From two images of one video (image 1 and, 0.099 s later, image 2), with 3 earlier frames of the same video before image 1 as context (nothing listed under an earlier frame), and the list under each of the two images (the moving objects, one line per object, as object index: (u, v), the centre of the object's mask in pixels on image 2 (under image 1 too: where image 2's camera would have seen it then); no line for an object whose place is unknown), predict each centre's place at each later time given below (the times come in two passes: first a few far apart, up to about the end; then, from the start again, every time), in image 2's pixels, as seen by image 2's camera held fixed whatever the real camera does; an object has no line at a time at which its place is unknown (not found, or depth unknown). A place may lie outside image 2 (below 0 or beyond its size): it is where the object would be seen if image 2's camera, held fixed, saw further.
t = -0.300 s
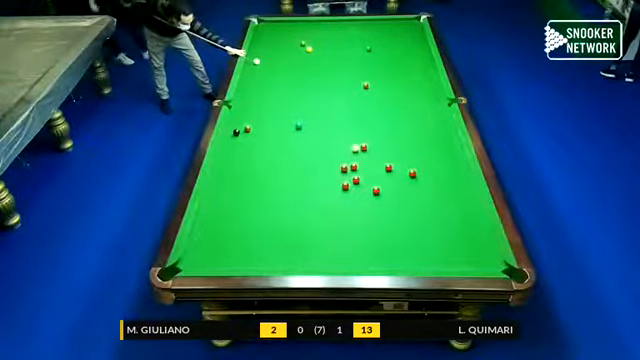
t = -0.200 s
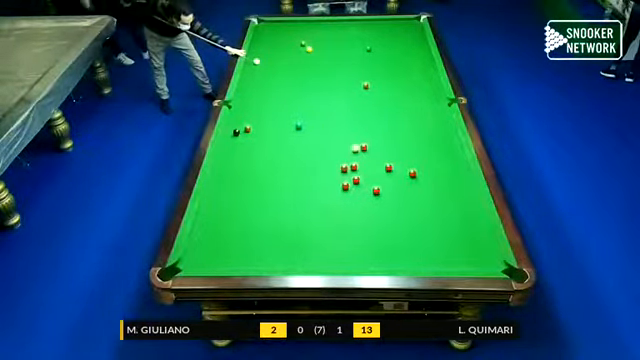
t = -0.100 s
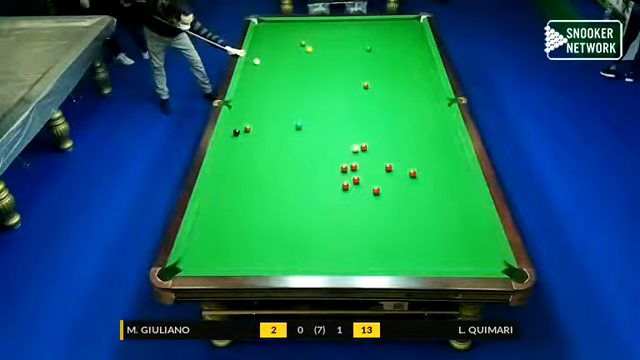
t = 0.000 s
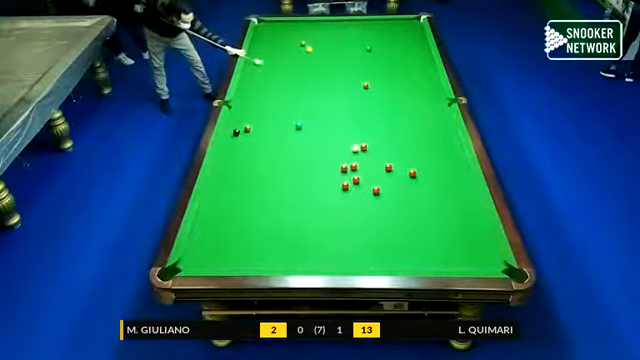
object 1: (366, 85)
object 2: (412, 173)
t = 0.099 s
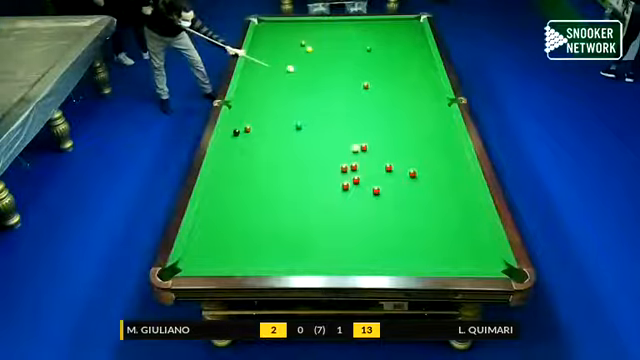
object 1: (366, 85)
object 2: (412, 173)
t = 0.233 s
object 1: (366, 85)
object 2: (413, 173)
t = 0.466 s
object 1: (405, 91)
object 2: (413, 173)
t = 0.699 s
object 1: (442, 103)
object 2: (412, 173)
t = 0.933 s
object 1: (433, 123)
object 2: (412, 173)
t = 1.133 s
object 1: (428, 140)
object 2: (412, 173)
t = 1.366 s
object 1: (419, 163)
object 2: (412, 173)
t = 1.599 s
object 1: (418, 173)
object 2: (404, 186)
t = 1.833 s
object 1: (420, 180)
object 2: (394, 202)
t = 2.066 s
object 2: (383, 218)
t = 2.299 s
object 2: (372, 234)
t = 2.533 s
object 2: (361, 252)
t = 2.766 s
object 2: (350, 263)
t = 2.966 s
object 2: (343, 253)
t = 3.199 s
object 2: (336, 242)
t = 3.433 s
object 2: (329, 231)
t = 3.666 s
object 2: (323, 222)
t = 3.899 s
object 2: (317, 213)
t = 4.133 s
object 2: (312, 206)
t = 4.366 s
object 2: (308, 200)
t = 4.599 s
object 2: (304, 194)
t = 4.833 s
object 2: (301, 189)
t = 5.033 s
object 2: (298, 185)
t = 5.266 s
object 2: (295, 181)
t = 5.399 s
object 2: (293, 179)
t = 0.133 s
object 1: (366, 85)
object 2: (413, 173)
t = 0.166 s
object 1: (366, 85)
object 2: (413, 173)
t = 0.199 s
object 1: (366, 85)
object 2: (413, 173)
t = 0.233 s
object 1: (366, 85)
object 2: (413, 173)
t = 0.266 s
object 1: (366, 85)
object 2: (413, 173)
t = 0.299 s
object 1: (366, 85)
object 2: (413, 173)
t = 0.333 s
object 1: (366, 85)
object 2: (413, 173)
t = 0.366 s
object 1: (376, 87)
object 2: (413, 173)
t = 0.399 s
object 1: (386, 90)
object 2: (413, 173)
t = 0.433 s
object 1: (395, 89)
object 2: (413, 173)
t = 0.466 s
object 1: (405, 91)
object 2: (413, 173)
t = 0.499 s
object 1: (416, 95)
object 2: (413, 173)
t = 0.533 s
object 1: (423, 94)
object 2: (413, 173)
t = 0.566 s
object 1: (432, 96)
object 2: (412, 173)
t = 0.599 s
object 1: (439, 96)
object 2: (412, 173)
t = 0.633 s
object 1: (445, 99)
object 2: (412, 173)
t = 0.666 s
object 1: (443, 101)
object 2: (412, 173)
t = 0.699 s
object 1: (442, 103)
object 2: (412, 173)
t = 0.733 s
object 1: (439, 108)
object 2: (412, 173)
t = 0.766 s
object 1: (438, 110)
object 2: (412, 173)
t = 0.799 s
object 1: (437, 112)
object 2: (412, 173)
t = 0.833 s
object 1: (436, 115)
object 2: (412, 173)
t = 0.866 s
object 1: (436, 117)
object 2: (412, 173)
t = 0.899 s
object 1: (434, 121)
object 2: (412, 173)
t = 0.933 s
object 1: (433, 123)
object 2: (412, 173)
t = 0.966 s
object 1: (432, 126)
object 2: (412, 173)
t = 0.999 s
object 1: (431, 128)
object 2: (412, 173)
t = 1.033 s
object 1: (430, 131)
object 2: (412, 173)
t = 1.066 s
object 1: (429, 135)
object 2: (412, 173)
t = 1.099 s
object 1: (428, 138)
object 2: (412, 173)
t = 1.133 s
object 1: (428, 140)
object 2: (412, 173)
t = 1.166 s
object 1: (425, 144)
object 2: (412, 173)
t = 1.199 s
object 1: (424, 147)
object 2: (412, 173)
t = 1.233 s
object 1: (423, 149)
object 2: (412, 173)
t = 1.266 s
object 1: (422, 152)
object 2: (412, 173)
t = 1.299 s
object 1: (420, 156)
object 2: (412, 173)
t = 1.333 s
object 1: (420, 159)
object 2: (412, 173)
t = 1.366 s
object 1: (419, 163)
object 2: (412, 173)
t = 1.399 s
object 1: (417, 166)
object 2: (412, 174)
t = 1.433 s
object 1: (416, 169)
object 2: (412, 174)
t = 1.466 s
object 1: (417, 169)
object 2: (410, 176)
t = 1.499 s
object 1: (417, 170)
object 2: (408, 179)
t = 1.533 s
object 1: (417, 171)
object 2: (407, 182)
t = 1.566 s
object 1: (418, 172)
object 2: (405, 184)
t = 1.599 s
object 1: (418, 173)
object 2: (404, 186)
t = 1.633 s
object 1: (418, 174)
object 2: (403, 189)
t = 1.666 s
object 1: (418, 175)
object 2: (401, 191)
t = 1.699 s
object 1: (419, 176)
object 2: (400, 193)
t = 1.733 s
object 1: (419, 177)
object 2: (398, 196)
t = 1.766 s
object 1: (420, 179)
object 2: (396, 197)
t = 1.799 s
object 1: (420, 179)
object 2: (395, 200)
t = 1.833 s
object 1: (420, 180)
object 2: (394, 202)
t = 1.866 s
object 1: (420, 181)
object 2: (392, 204)
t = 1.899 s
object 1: (420, 182)
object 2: (391, 206)
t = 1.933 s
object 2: (389, 208)
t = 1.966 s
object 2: (388, 211)
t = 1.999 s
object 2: (387, 212)
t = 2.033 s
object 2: (385, 215)
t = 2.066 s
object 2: (383, 218)
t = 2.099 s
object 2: (382, 220)
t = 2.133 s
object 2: (380, 222)
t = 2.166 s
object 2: (378, 224)
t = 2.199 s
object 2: (377, 227)
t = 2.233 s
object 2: (375, 230)
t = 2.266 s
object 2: (373, 232)
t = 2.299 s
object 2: (372, 234)
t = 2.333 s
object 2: (370, 237)
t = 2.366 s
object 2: (369, 240)
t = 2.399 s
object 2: (367, 242)
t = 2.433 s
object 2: (366, 245)
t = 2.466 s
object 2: (364, 247)
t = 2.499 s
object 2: (363, 250)
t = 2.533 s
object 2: (361, 252)
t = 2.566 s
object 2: (359, 255)
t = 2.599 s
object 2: (357, 258)
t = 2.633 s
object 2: (356, 260)
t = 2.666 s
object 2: (354, 262)
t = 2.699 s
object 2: (352, 263)
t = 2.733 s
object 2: (351, 264)
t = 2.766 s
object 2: (350, 263)
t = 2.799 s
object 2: (349, 263)
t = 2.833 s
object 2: (347, 261)
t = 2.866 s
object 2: (346, 259)
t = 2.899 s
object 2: (345, 257)
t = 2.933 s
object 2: (344, 255)
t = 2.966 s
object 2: (343, 253)
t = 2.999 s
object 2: (342, 252)
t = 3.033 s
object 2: (341, 250)
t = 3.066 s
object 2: (340, 248)
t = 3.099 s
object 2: (339, 247)
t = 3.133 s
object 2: (338, 245)
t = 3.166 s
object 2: (337, 243)
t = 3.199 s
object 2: (336, 242)
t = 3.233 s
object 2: (335, 241)
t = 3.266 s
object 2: (334, 238)
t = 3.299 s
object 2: (333, 237)
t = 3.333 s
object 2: (332, 236)
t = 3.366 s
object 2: (331, 234)
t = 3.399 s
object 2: (330, 233)
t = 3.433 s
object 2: (329, 231)
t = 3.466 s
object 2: (328, 230)
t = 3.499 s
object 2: (327, 229)
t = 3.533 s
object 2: (327, 228)
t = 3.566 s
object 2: (326, 226)
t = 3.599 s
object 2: (325, 225)
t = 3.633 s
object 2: (324, 224)
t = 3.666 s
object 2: (323, 222)
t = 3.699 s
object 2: (323, 221)
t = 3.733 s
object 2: (322, 220)
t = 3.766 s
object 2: (321, 219)
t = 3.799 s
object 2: (319, 216)
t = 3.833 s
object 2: (319, 216)
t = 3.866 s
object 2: (318, 214)
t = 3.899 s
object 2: (317, 213)
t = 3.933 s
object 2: (316, 212)
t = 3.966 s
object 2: (315, 211)
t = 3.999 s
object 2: (315, 210)
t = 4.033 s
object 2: (314, 209)
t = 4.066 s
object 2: (314, 208)
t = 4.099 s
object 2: (313, 207)
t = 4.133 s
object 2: (312, 206)
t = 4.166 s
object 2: (312, 205)
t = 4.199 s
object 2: (311, 204)
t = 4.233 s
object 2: (311, 203)
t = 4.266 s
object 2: (310, 202)
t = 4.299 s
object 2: (309, 201)
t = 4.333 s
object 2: (309, 201)
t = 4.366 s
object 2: (308, 200)
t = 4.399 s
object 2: (308, 199)
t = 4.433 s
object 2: (307, 198)
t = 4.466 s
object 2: (306, 197)
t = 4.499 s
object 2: (306, 196)
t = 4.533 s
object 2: (305, 196)
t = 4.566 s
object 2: (305, 195)
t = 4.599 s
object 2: (304, 194)
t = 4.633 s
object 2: (304, 193)
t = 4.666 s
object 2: (303, 193)
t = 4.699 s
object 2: (302, 191)
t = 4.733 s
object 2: (302, 191)
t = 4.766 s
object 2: (302, 190)
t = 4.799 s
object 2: (301, 190)
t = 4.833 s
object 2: (301, 189)
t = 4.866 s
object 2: (300, 189)
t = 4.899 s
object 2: (300, 188)
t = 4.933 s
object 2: (299, 187)
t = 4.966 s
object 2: (299, 187)
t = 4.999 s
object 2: (298, 186)
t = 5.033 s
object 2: (298, 185)
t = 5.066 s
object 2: (298, 184)
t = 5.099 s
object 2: (297, 184)
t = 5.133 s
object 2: (297, 183)
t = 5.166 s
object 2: (296, 183)
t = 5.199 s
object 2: (295, 182)
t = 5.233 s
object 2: (295, 182)
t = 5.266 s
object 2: (295, 181)
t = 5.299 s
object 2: (295, 181)
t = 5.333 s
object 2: (294, 180)
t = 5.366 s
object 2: (294, 180)
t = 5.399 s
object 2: (293, 179)
